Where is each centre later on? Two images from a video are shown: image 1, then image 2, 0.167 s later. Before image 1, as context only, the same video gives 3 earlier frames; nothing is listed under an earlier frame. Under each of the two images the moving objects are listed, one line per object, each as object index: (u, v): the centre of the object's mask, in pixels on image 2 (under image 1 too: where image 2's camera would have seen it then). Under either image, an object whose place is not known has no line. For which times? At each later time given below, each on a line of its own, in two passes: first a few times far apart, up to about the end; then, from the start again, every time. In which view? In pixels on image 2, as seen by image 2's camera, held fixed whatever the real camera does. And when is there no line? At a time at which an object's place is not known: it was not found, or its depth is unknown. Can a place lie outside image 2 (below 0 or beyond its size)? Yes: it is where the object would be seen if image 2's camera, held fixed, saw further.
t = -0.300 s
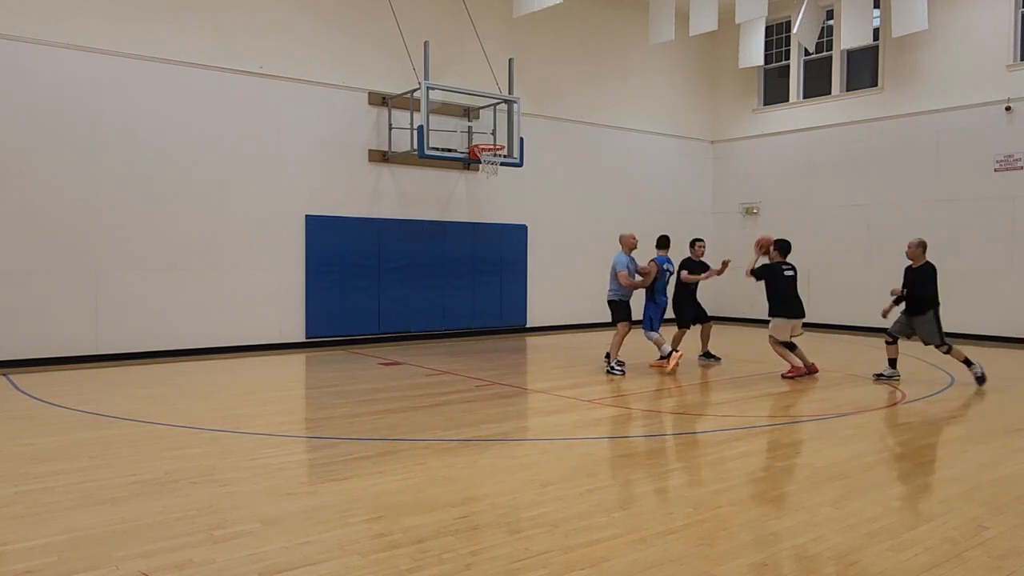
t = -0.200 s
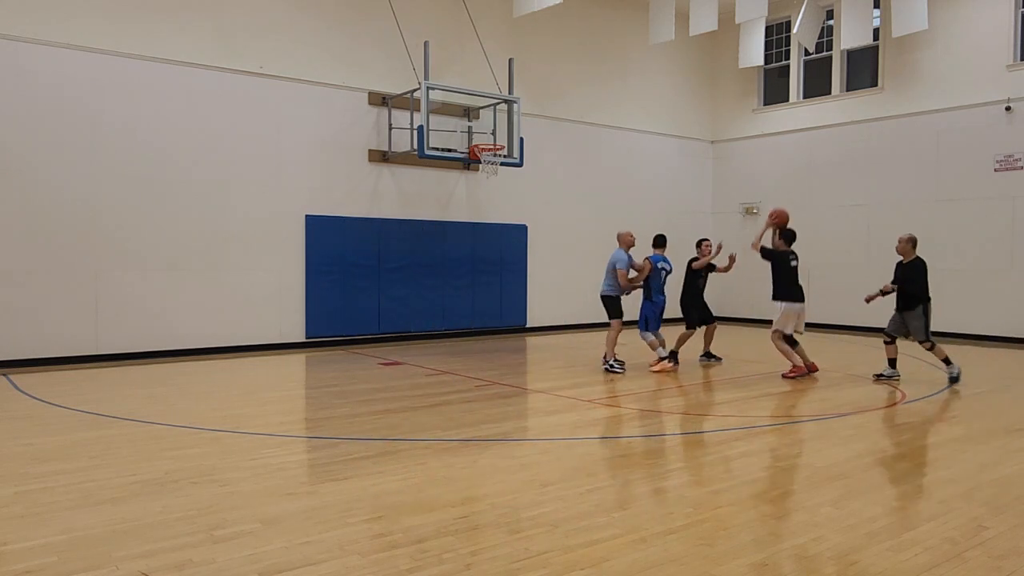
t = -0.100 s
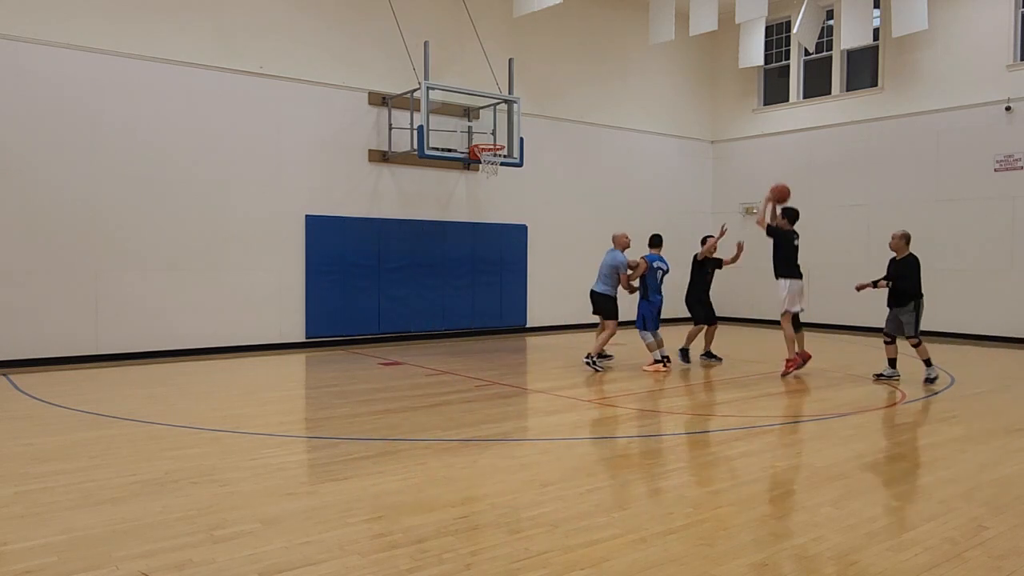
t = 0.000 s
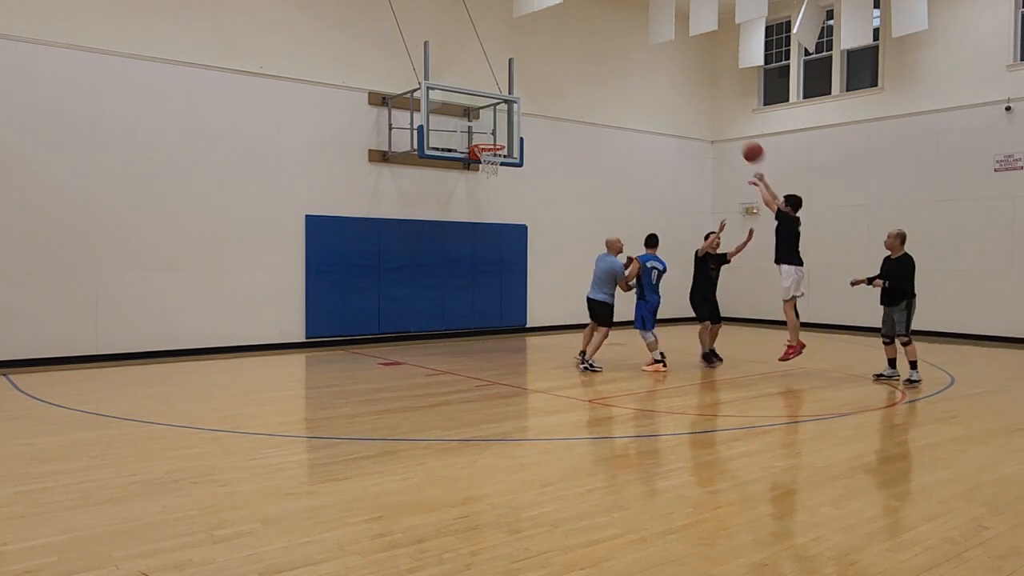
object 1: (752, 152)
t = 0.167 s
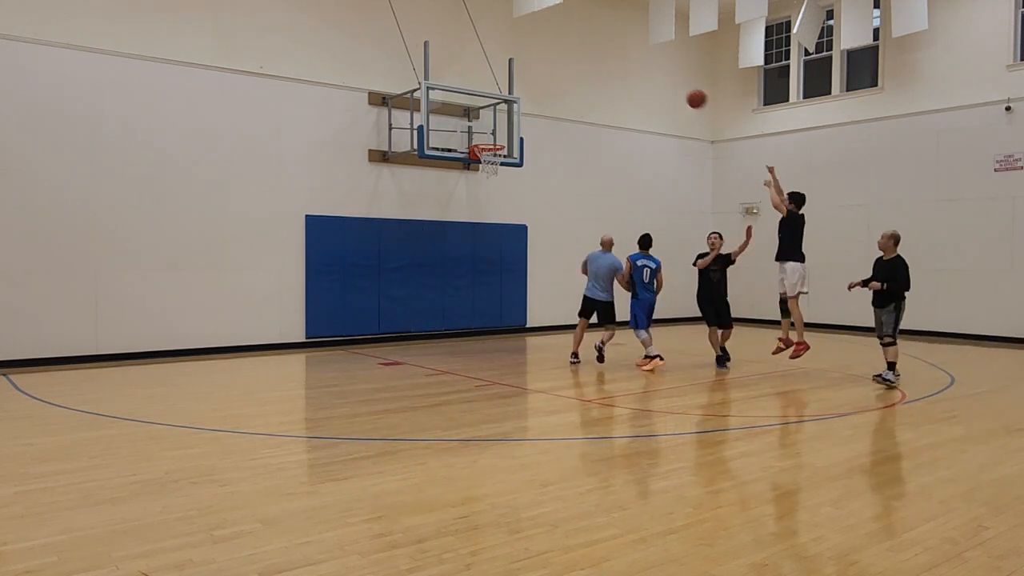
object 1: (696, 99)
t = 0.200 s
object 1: (686, 91)
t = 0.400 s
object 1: (627, 67)
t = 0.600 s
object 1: (574, 73)
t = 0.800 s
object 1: (527, 104)
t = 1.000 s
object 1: (489, 140)
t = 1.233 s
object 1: (491, 139)
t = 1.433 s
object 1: (488, 144)
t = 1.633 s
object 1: (502, 161)
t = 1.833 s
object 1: (497, 175)
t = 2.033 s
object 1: (490, 215)
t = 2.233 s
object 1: (484, 281)
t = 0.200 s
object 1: (686, 91)
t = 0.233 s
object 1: (675, 85)
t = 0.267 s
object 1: (665, 79)
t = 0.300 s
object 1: (655, 75)
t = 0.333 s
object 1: (646, 71)
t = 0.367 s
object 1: (636, 68)
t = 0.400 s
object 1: (627, 67)
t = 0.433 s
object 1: (618, 66)
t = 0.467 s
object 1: (608, 65)
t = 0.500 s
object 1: (600, 66)
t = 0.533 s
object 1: (591, 67)
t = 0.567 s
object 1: (582, 70)
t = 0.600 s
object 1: (574, 73)
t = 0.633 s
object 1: (566, 76)
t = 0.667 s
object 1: (558, 81)
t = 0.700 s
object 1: (550, 86)
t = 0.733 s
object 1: (542, 91)
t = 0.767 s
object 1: (534, 98)
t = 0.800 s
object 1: (527, 104)
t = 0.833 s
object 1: (520, 112)
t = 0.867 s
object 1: (513, 121)
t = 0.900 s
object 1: (505, 129)
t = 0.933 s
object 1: (498, 137)
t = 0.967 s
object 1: (493, 139)
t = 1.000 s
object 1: (489, 140)
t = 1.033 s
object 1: (484, 143)
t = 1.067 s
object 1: (484, 144)
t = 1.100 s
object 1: (488, 142)
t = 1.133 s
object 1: (493, 140)
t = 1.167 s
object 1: (497, 141)
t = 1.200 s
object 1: (494, 139)
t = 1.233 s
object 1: (491, 139)
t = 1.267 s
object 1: (488, 139)
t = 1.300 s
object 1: (485, 139)
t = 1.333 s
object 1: (482, 140)
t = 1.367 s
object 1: (483, 141)
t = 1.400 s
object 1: (485, 140)
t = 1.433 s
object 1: (488, 144)
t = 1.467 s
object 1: (492, 148)
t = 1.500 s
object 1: (494, 150)
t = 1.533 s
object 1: (499, 153)
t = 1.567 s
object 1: (501, 156)
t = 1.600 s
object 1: (502, 159)
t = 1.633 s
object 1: (502, 161)
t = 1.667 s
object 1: (501, 162)
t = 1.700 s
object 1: (501, 162)
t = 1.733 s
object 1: (500, 164)
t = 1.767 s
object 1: (499, 166)
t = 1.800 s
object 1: (498, 170)
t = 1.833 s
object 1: (497, 175)
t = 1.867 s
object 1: (495, 180)
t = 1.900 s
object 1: (494, 186)
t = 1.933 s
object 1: (493, 192)
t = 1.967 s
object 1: (492, 199)
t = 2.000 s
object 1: (491, 207)
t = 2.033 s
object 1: (490, 215)
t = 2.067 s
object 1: (489, 225)
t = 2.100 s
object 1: (488, 235)
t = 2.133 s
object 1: (487, 244)
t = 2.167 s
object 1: (486, 256)
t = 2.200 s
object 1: (485, 268)
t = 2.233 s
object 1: (484, 281)
